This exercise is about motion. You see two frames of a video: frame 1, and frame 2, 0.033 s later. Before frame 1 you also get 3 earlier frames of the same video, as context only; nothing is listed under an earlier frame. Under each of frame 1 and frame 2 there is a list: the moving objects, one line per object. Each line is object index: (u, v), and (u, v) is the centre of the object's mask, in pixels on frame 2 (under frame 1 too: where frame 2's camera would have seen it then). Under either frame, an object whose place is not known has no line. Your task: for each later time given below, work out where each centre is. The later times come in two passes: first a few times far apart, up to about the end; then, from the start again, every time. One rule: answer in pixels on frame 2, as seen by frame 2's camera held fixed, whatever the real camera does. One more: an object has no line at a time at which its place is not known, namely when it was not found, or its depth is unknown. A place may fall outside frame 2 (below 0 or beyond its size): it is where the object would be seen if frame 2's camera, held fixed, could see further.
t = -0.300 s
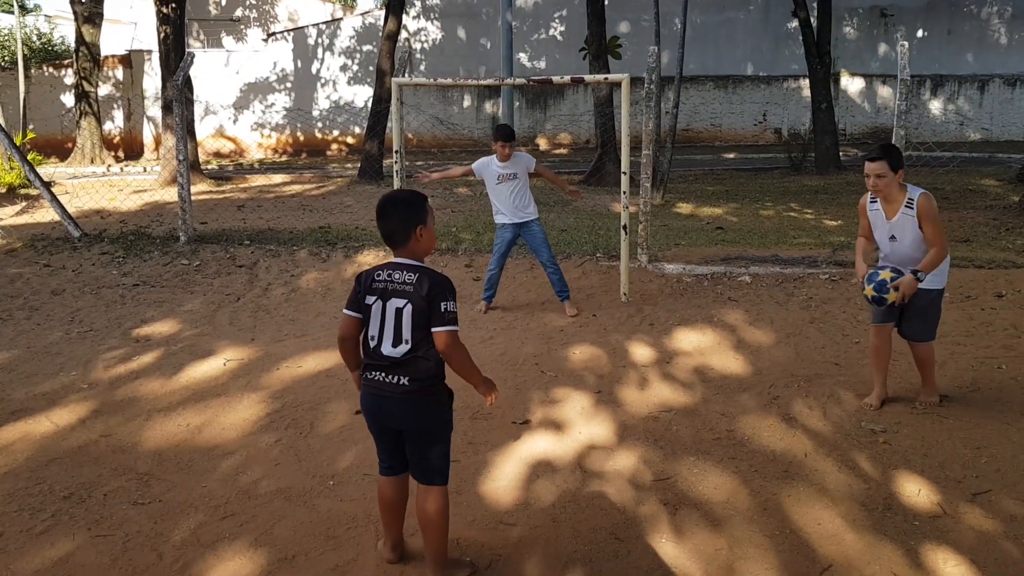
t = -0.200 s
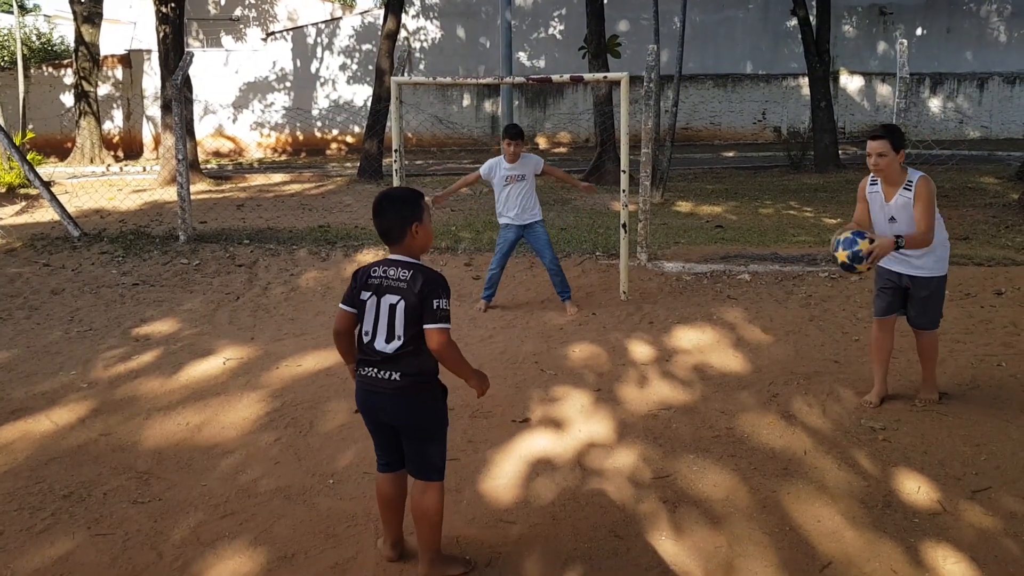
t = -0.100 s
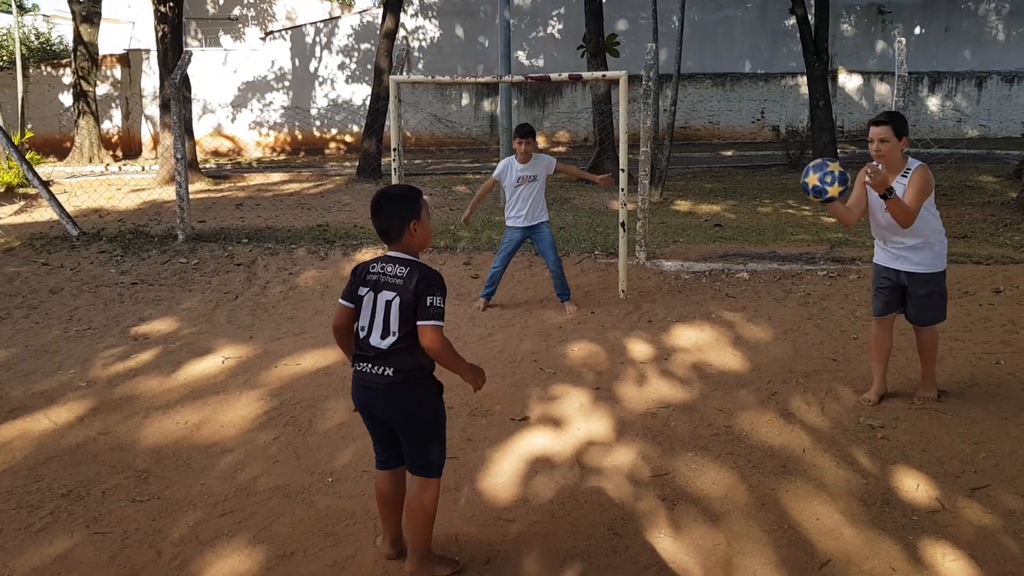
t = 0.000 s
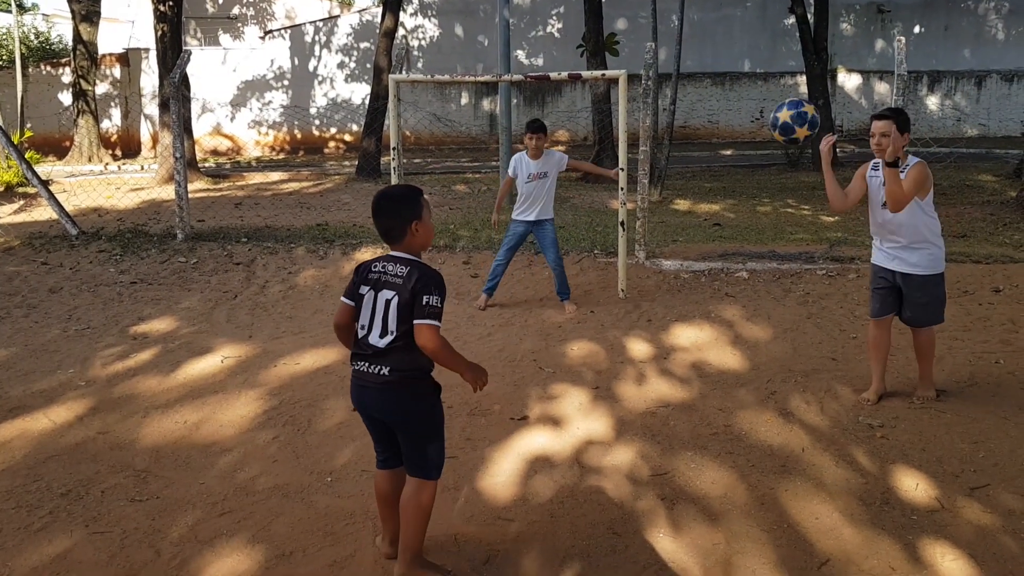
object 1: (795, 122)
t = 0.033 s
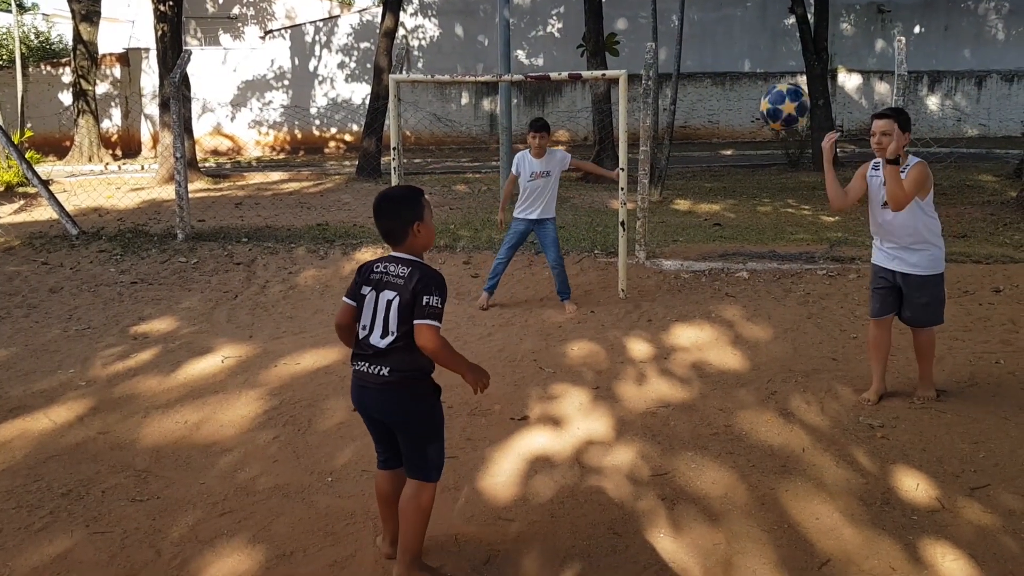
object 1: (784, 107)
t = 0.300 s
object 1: (694, 66)
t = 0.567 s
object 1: (592, 191)
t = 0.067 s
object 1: (774, 93)
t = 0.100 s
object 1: (763, 83)
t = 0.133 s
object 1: (752, 74)
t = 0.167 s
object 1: (741, 68)
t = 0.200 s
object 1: (730, 64)
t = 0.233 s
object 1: (718, 62)
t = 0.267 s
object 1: (706, 63)
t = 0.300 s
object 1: (694, 66)
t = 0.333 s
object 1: (682, 72)
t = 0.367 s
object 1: (670, 81)
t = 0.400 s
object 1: (657, 93)
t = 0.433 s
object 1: (645, 108)
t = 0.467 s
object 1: (631, 125)
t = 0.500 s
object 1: (617, 145)
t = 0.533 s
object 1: (605, 166)
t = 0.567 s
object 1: (592, 191)
